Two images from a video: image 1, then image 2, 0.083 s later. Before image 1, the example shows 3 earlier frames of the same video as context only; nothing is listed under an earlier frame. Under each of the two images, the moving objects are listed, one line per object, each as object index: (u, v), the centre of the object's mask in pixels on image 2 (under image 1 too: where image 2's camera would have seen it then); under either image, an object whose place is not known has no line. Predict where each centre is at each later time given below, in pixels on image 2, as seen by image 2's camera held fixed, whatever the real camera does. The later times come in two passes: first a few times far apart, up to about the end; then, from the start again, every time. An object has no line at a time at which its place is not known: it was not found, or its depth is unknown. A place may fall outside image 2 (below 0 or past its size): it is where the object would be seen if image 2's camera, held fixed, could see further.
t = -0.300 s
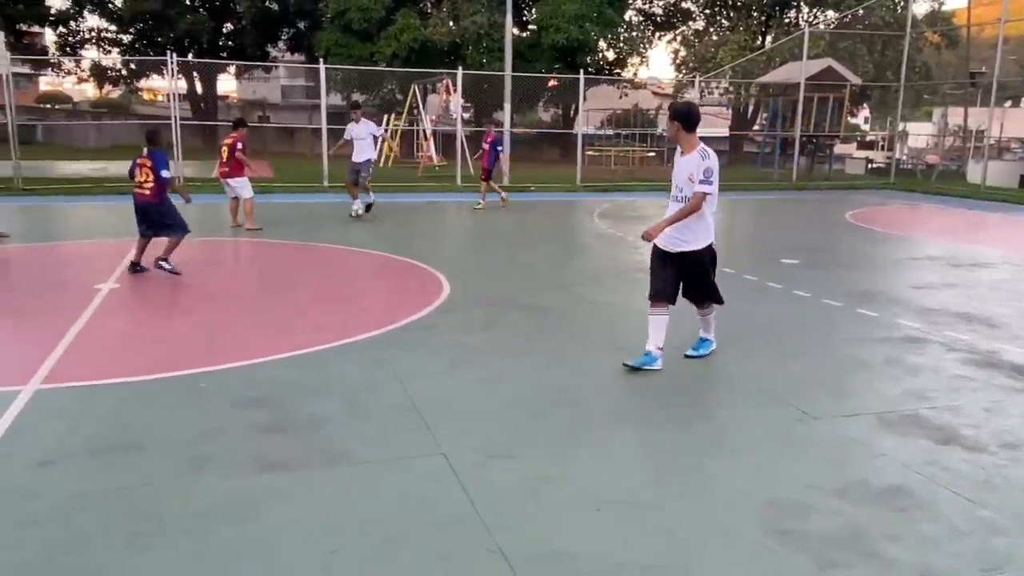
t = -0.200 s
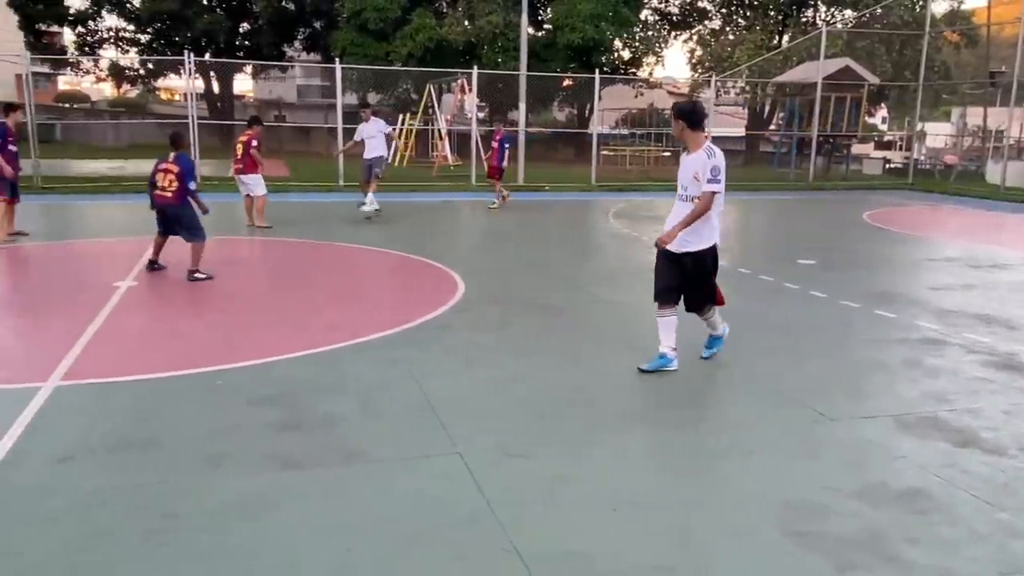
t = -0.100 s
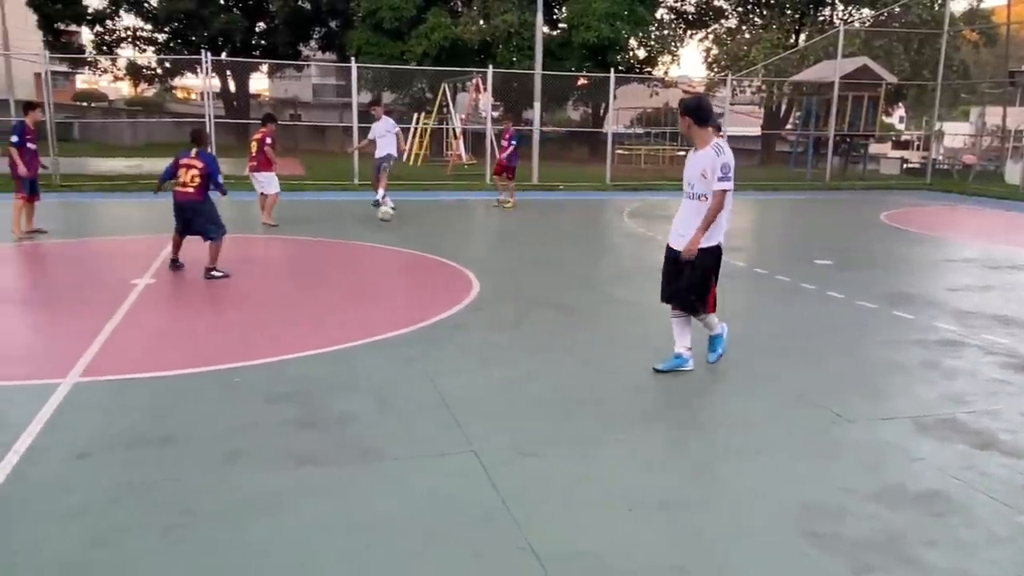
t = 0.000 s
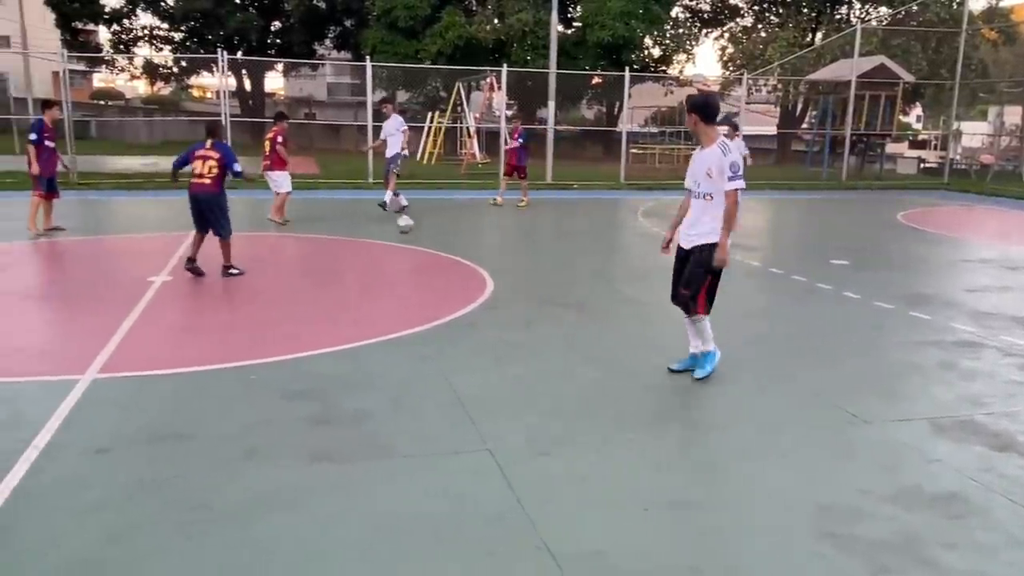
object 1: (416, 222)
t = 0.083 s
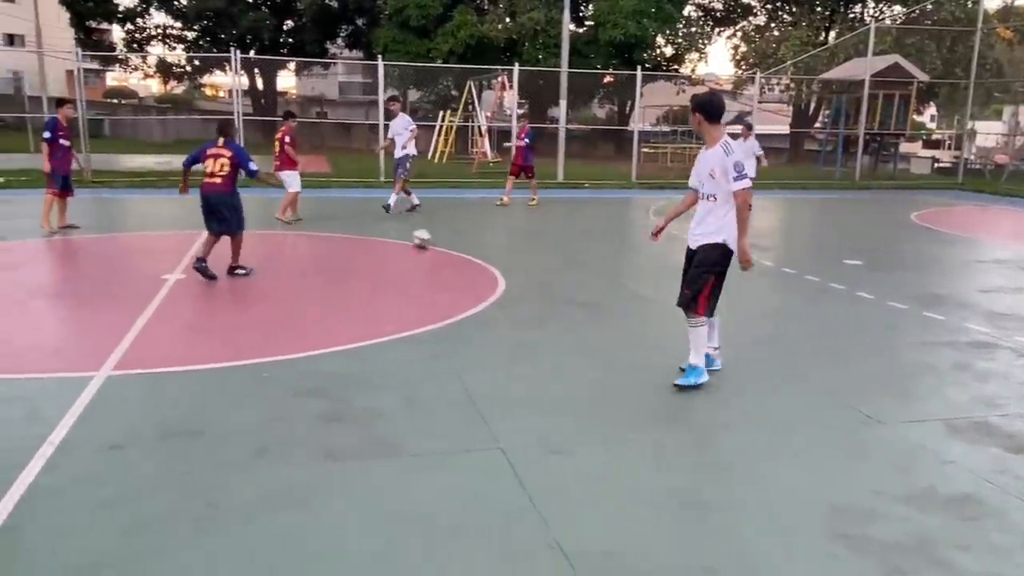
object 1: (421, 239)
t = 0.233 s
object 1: (434, 251)
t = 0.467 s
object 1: (462, 287)
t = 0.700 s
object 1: (498, 326)
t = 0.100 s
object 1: (423, 240)
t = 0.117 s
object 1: (424, 240)
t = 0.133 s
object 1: (426, 240)
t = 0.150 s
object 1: (427, 242)
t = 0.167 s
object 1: (428, 243)
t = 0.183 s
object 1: (430, 245)
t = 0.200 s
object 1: (431, 247)
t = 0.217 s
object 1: (433, 249)
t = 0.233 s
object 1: (434, 251)
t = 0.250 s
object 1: (436, 254)
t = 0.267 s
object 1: (438, 260)
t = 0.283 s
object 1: (439, 263)
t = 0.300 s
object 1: (441, 264)
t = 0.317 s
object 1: (443, 264)
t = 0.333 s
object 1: (445, 265)
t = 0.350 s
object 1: (447, 266)
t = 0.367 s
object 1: (449, 268)
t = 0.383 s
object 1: (451, 270)
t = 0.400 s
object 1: (453, 273)
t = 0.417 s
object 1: (455, 275)
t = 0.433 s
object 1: (457, 278)
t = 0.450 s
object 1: (461, 282)
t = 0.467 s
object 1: (462, 287)
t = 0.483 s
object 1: (465, 292)
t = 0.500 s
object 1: (467, 291)
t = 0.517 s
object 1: (469, 291)
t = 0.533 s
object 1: (472, 292)
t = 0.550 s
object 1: (474, 294)
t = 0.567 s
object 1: (477, 295)
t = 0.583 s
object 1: (478, 297)
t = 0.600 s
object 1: (482, 300)
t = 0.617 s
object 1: (483, 303)
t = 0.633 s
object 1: (486, 306)
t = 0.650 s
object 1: (489, 310)
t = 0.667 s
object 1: (492, 314)
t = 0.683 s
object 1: (494, 318)
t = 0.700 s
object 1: (498, 326)
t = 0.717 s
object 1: (500, 331)
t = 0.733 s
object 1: (503, 332)
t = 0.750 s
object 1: (506, 332)
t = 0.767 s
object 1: (510, 334)
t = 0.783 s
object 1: (513, 337)
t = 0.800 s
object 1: (518, 340)
